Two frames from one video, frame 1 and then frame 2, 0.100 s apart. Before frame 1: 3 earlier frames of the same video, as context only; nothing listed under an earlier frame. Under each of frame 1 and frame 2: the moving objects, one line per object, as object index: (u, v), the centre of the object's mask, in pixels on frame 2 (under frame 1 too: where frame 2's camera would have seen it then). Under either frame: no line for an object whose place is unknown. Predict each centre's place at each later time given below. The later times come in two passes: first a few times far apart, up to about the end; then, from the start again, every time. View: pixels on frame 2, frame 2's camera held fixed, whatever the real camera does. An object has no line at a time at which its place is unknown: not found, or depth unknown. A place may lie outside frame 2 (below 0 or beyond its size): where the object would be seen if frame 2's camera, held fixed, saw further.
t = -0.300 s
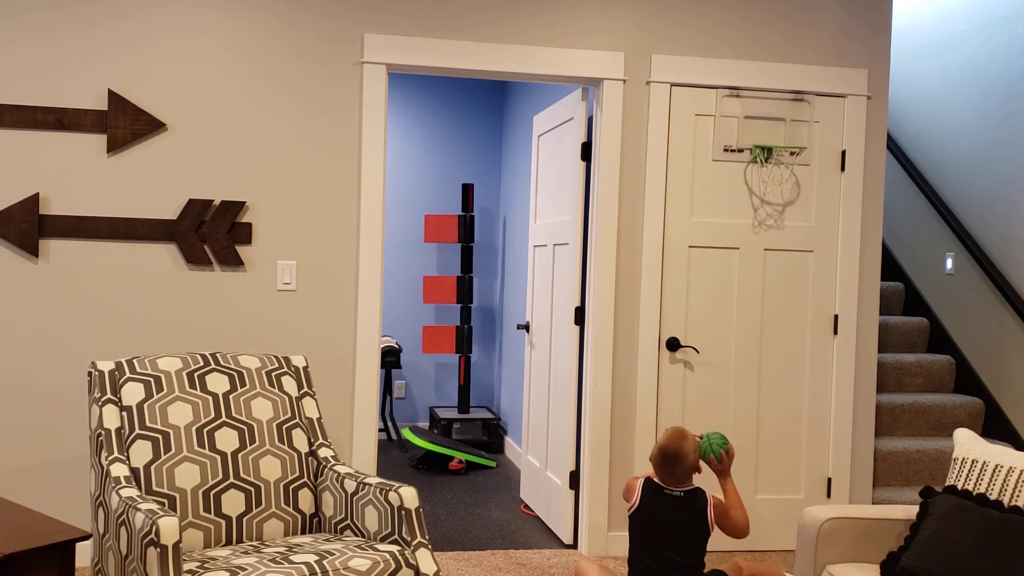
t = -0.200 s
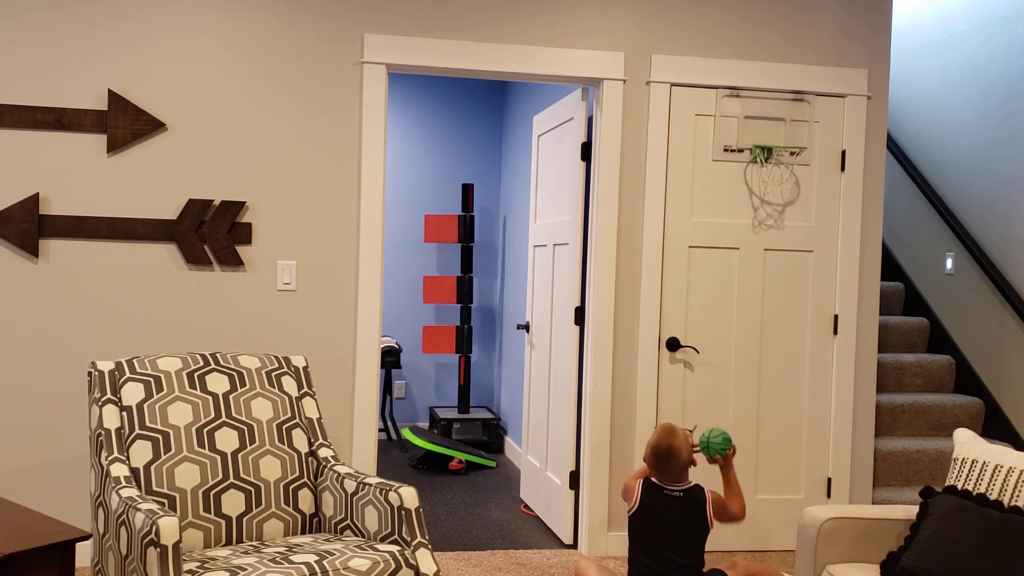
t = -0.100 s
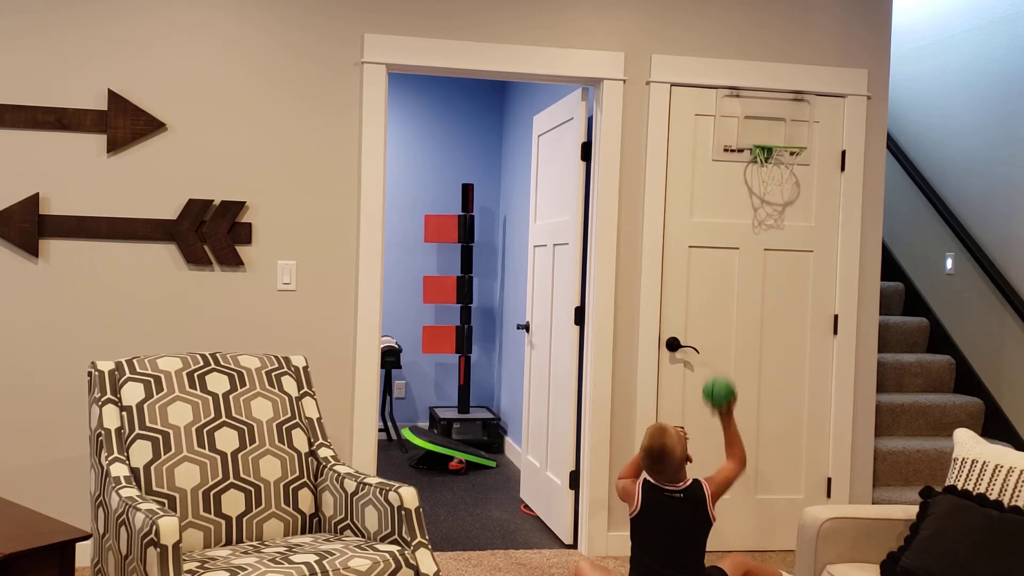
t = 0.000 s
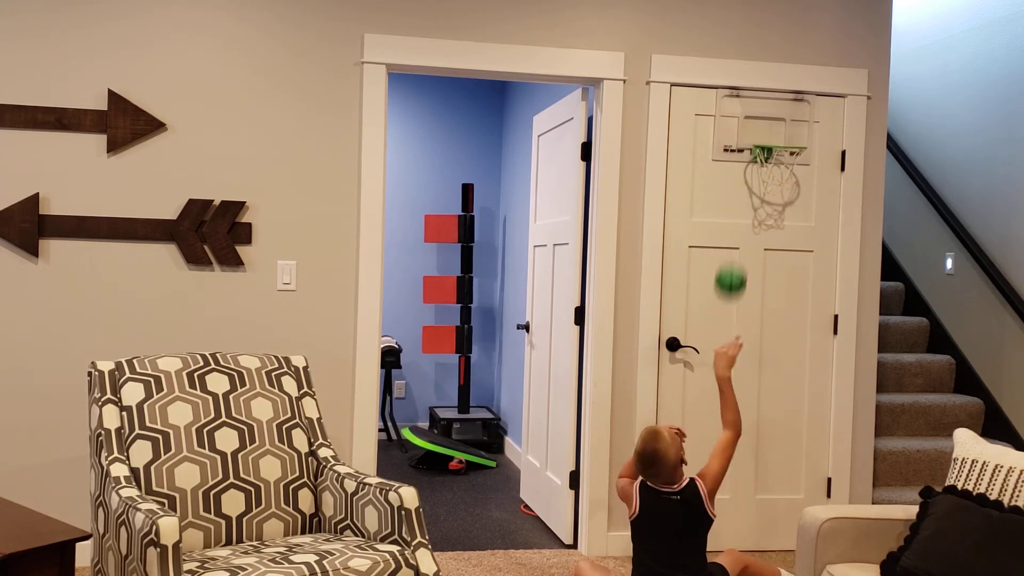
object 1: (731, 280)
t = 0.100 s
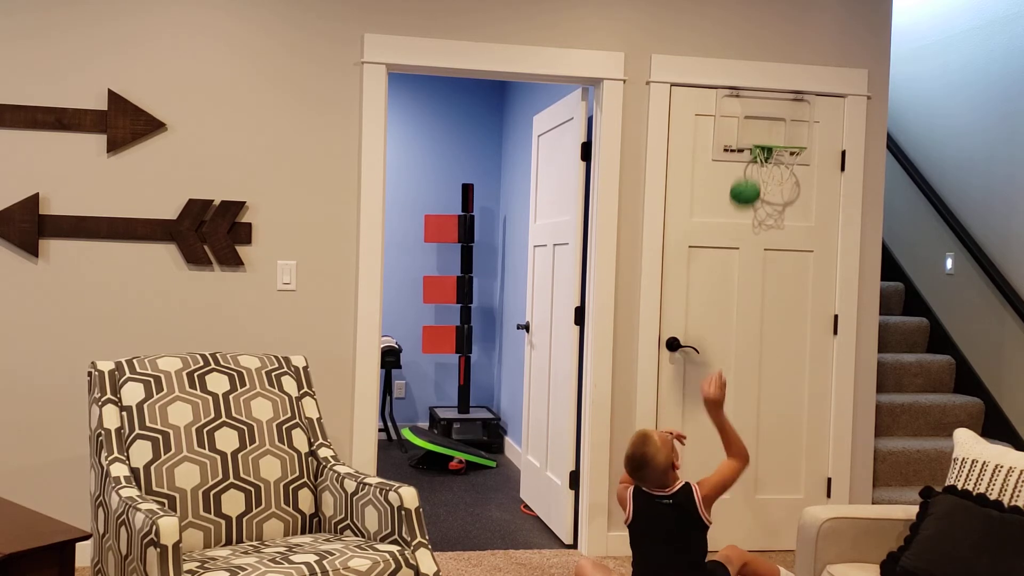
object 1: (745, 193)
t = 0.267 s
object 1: (763, 117)
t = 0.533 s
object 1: (799, 136)
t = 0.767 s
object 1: (839, 147)
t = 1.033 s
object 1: (883, 320)
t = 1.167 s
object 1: (902, 482)
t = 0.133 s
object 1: (749, 170)
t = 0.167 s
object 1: (753, 152)
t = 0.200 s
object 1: (756, 137)
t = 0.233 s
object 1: (760, 126)
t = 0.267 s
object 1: (763, 117)
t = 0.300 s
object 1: (766, 111)
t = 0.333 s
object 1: (769, 108)
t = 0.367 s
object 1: (772, 107)
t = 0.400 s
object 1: (774, 108)
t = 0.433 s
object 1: (776, 113)
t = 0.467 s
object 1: (784, 119)
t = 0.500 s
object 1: (792, 127)
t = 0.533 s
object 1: (799, 136)
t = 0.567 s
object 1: (805, 133)
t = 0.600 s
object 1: (810, 132)
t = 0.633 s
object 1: (816, 131)
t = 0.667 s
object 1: (821, 132)
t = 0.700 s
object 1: (827, 134)
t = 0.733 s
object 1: (833, 139)
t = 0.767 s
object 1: (839, 147)
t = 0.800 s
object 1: (845, 158)
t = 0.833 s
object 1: (850, 172)
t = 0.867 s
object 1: (856, 189)
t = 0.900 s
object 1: (862, 209)
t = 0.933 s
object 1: (867, 232)
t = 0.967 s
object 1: (872, 258)
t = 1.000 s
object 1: (878, 288)
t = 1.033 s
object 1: (883, 320)
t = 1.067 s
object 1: (888, 355)
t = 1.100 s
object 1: (893, 396)
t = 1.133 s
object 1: (897, 437)
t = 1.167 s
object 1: (902, 482)
